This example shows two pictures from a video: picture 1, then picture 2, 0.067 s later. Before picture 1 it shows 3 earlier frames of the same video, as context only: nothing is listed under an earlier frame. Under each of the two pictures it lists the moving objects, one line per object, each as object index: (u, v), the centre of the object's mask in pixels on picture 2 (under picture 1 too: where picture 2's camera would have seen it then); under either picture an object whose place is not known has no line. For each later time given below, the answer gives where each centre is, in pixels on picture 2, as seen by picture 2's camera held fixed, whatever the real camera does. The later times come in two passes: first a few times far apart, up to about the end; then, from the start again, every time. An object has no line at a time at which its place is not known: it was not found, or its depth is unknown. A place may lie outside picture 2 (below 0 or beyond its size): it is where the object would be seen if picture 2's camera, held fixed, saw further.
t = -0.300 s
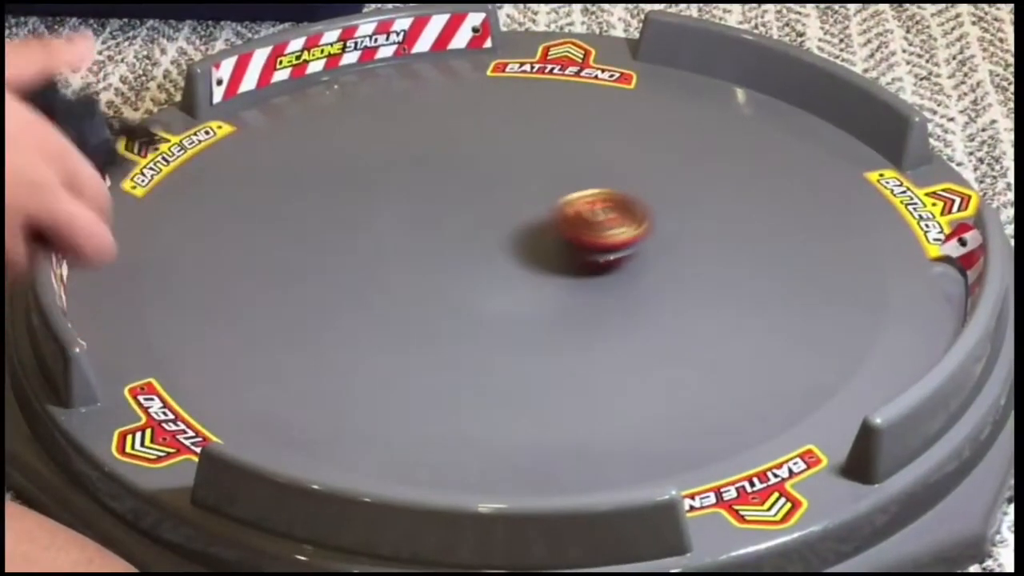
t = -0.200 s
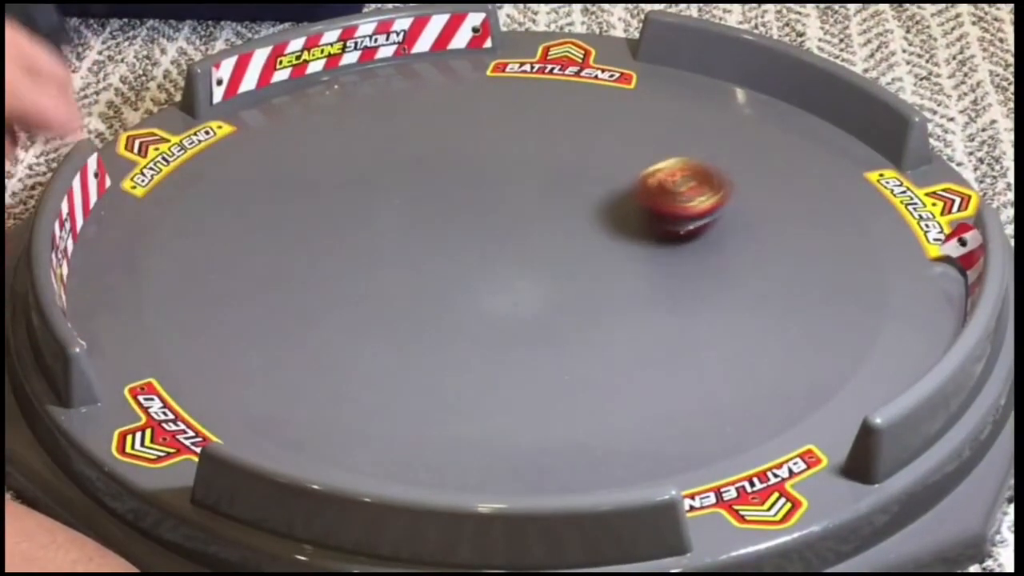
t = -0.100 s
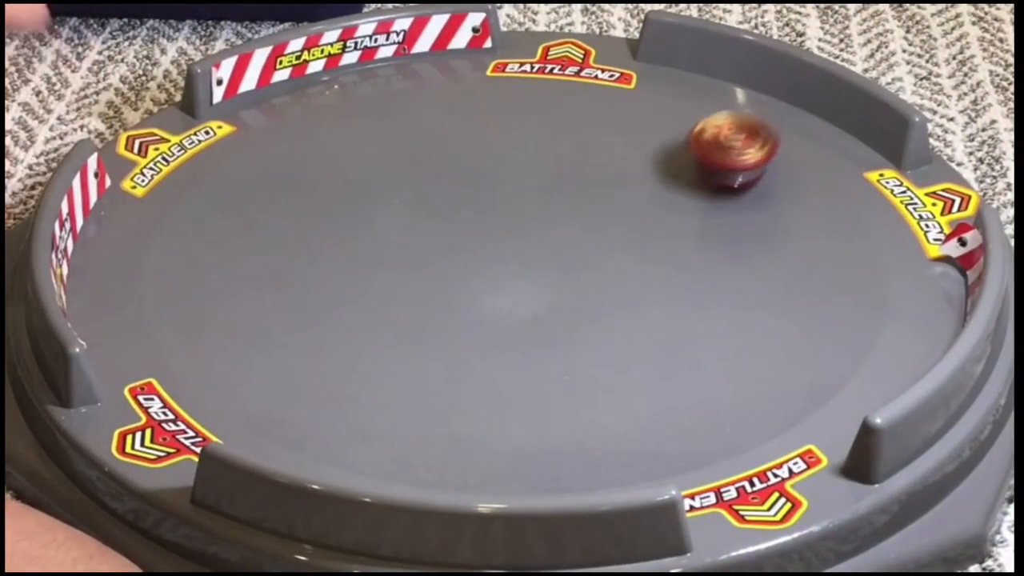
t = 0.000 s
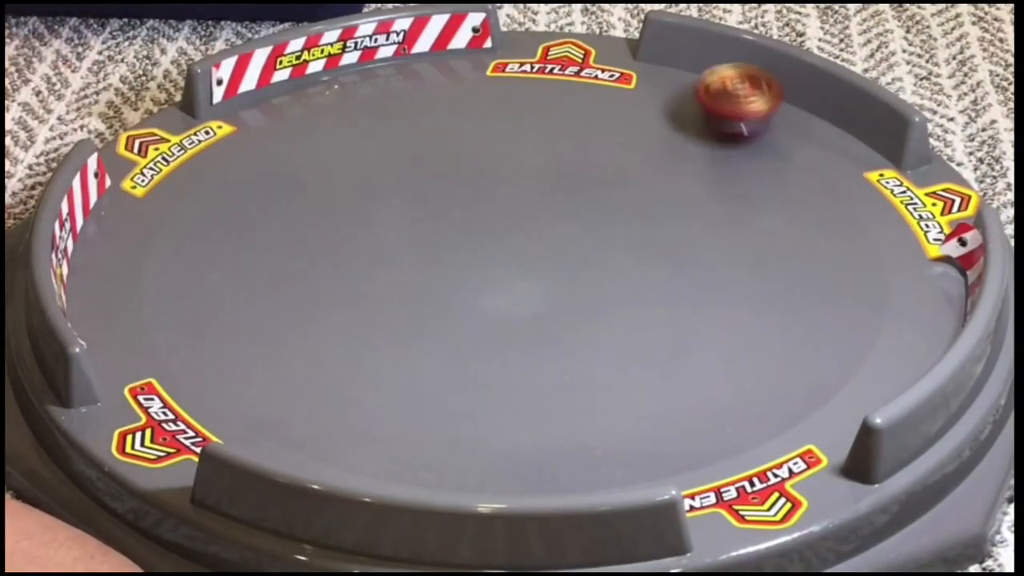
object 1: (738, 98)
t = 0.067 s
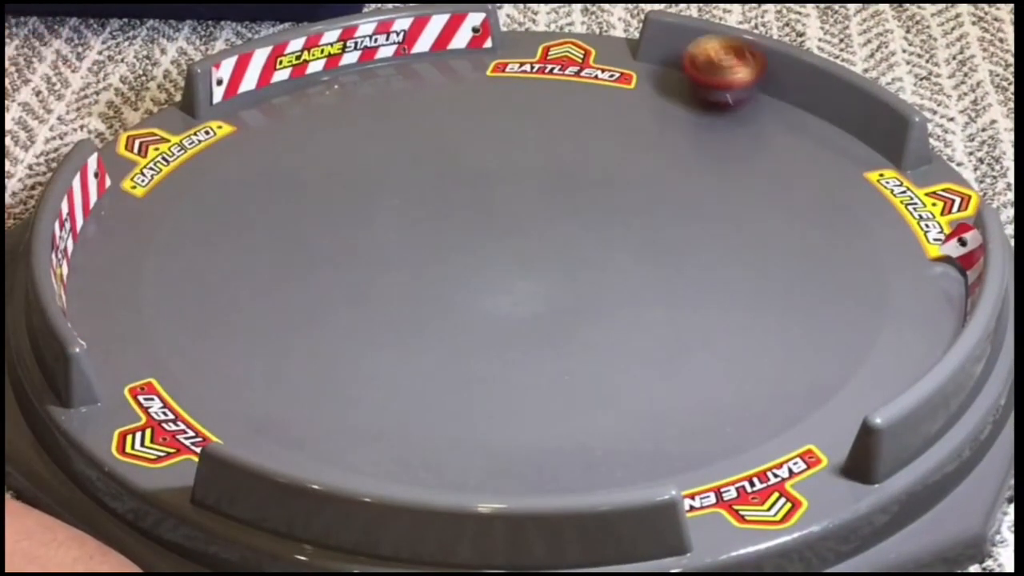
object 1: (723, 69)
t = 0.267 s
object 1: (559, 92)
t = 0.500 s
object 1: (305, 249)
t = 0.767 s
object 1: (397, 446)
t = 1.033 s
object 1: (803, 347)
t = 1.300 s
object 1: (603, 149)
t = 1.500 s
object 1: (300, 77)
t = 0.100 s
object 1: (707, 58)
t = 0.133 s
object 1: (683, 57)
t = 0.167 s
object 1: (659, 61)
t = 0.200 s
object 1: (633, 68)
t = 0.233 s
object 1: (602, 78)
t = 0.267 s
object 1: (559, 92)
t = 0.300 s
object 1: (518, 105)
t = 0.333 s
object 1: (475, 121)
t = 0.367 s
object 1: (433, 143)
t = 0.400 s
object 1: (393, 168)
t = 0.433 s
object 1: (360, 193)
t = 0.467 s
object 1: (330, 220)
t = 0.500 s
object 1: (305, 249)
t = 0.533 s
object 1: (286, 279)
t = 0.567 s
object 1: (274, 309)
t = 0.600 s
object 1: (268, 340)
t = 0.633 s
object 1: (270, 370)
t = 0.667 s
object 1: (282, 398)
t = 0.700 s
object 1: (301, 421)
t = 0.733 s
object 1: (344, 436)
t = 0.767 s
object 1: (397, 446)
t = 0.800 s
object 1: (461, 454)
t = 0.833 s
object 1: (531, 456)
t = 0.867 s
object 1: (606, 453)
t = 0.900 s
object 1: (681, 444)
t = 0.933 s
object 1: (752, 429)
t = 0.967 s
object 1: (808, 405)
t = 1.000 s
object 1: (805, 370)
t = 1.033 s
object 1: (803, 347)
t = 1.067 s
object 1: (799, 336)
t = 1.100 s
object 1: (786, 303)
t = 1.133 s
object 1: (769, 277)
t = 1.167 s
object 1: (746, 249)
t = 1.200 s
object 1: (718, 221)
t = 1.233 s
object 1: (685, 195)
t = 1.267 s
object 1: (645, 169)
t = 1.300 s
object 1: (603, 149)
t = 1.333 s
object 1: (558, 129)
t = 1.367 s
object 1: (510, 113)
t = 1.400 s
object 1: (459, 98)
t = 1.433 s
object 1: (409, 88)
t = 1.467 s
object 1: (361, 81)
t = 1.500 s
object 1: (300, 77)
